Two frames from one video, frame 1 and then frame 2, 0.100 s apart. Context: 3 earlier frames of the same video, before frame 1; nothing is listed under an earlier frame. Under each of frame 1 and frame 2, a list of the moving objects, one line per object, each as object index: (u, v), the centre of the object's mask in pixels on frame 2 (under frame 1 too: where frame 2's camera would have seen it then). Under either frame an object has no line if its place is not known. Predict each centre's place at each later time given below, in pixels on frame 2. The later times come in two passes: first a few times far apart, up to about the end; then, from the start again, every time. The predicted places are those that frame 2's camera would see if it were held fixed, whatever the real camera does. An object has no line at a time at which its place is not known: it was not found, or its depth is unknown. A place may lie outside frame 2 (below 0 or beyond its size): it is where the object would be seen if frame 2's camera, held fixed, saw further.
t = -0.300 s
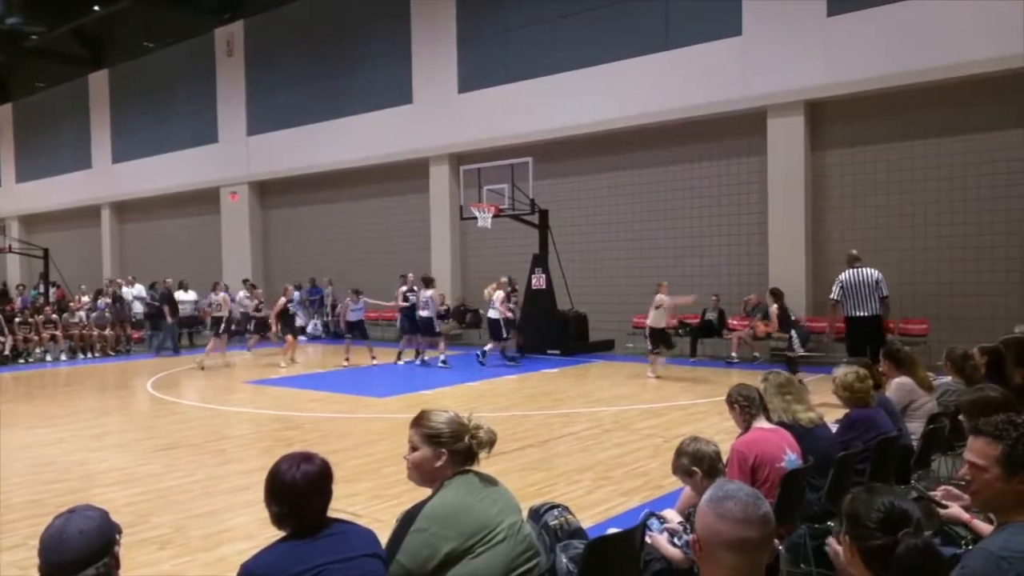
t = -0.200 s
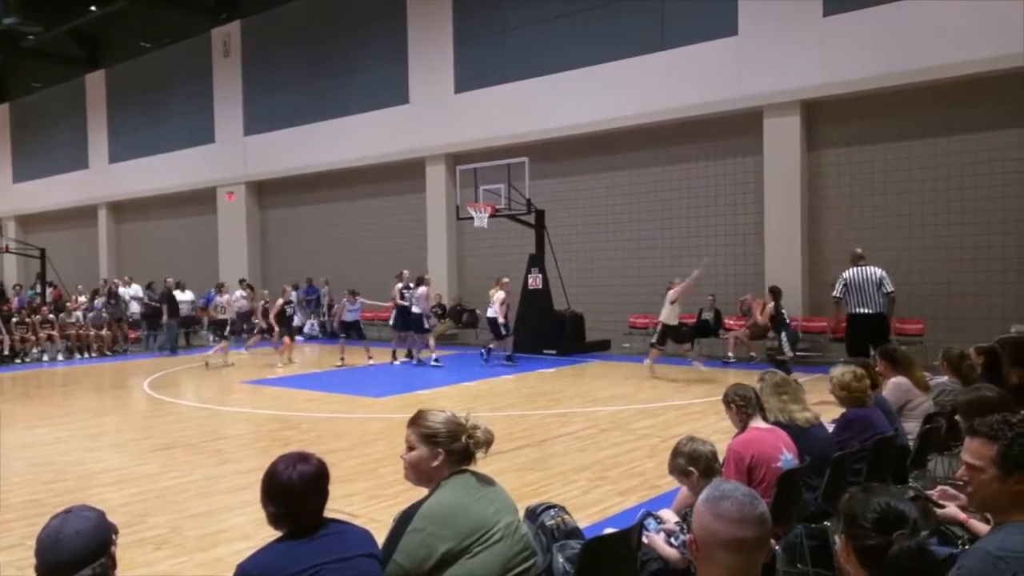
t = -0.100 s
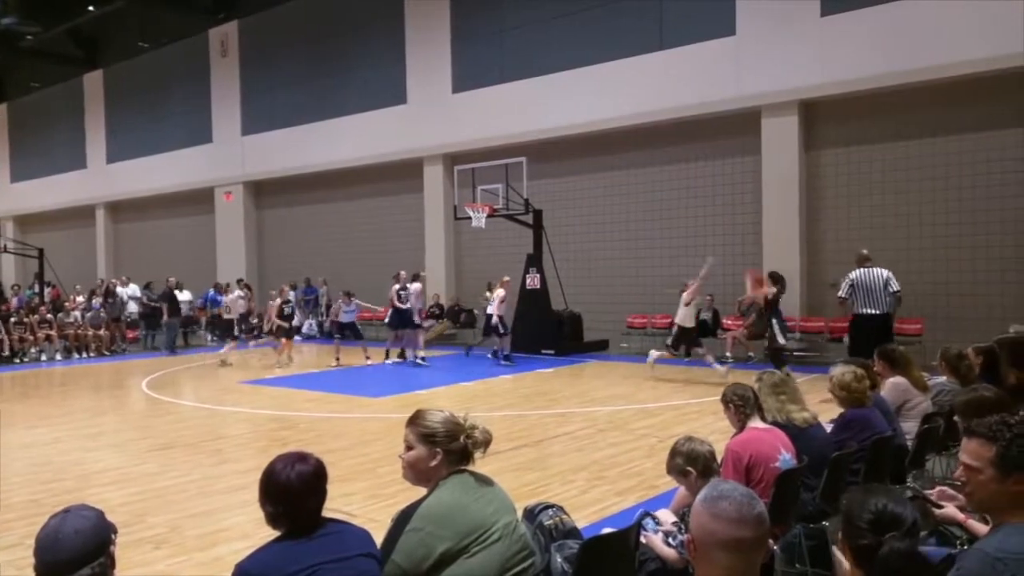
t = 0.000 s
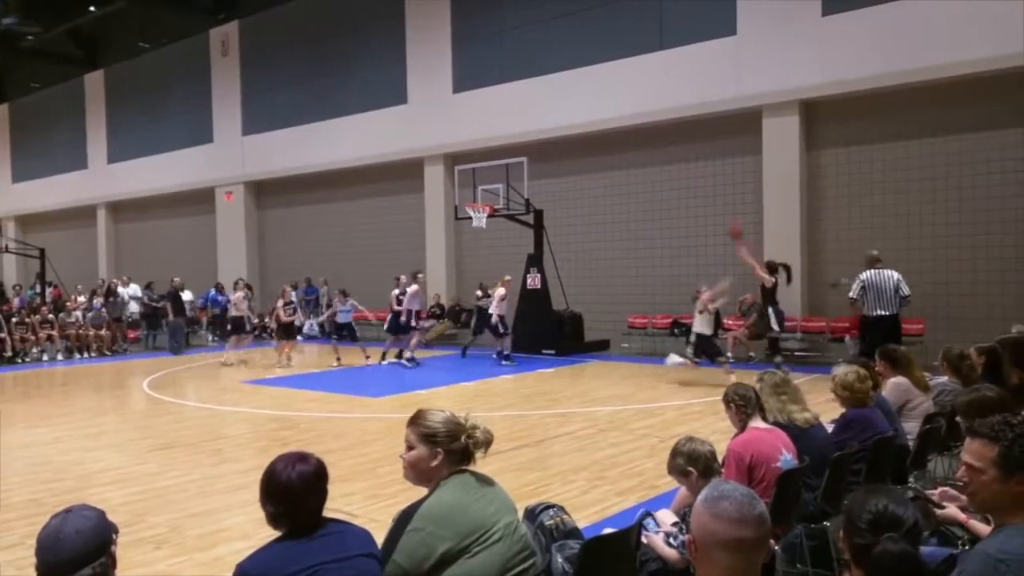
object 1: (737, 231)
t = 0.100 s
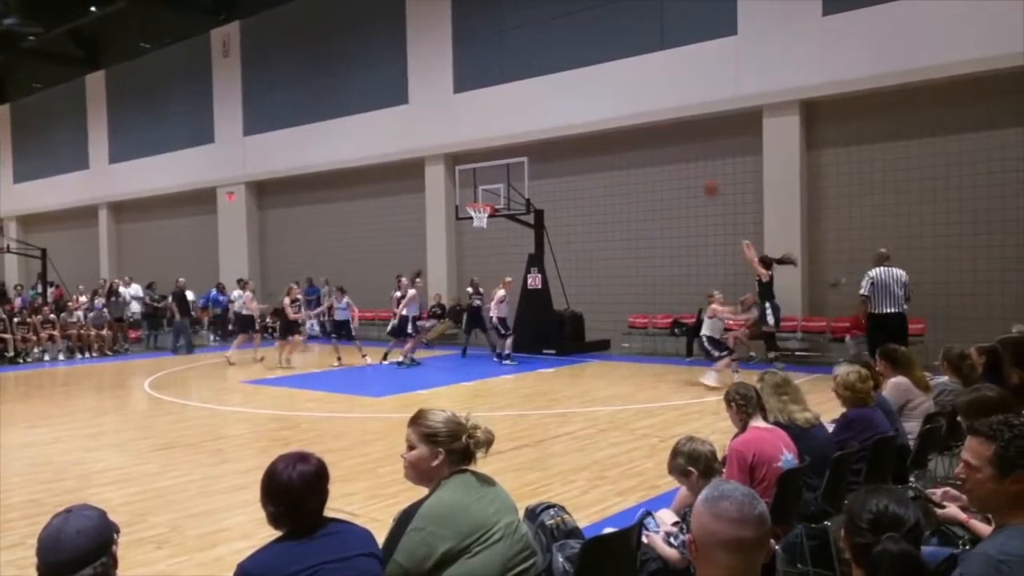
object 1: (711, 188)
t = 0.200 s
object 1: (685, 153)
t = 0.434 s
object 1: (634, 98)
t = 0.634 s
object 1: (596, 81)
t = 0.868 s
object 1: (554, 91)
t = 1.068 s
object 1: (523, 122)
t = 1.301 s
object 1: (489, 178)
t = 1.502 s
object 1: (470, 226)
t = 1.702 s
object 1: (461, 262)
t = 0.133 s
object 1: (703, 175)
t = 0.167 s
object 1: (696, 163)
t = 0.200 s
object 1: (685, 153)
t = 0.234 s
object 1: (680, 143)
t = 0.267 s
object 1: (673, 133)
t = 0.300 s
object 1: (661, 124)
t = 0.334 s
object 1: (656, 119)
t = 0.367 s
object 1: (648, 110)
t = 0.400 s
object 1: (641, 104)
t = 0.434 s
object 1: (634, 98)
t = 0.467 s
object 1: (628, 94)
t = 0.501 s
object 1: (621, 90)
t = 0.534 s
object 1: (615, 86)
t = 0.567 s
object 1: (608, 85)
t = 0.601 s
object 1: (602, 83)
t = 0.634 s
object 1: (596, 81)
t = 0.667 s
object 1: (590, 81)
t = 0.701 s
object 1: (584, 81)
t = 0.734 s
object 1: (578, 82)
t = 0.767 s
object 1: (572, 83)
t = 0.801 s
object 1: (566, 85)
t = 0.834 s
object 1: (559, 88)
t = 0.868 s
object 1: (554, 91)
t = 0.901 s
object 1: (549, 95)
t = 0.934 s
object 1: (543, 99)
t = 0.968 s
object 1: (538, 105)
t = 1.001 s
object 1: (533, 110)
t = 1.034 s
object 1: (528, 116)
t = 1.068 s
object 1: (523, 122)
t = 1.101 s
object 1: (518, 129)
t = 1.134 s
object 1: (513, 137)
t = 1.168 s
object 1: (509, 143)
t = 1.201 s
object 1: (502, 150)
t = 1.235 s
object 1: (499, 158)
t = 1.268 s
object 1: (492, 170)
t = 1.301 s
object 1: (489, 178)
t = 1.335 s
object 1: (486, 192)
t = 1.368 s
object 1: (481, 197)
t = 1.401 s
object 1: (472, 210)
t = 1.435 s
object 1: (471, 219)
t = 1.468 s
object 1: (471, 220)
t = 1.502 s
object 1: (470, 226)
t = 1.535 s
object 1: (468, 231)
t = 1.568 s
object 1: (467, 236)
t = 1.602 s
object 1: (465, 242)
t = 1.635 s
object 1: (464, 248)
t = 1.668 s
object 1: (462, 255)
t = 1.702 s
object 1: (461, 262)
